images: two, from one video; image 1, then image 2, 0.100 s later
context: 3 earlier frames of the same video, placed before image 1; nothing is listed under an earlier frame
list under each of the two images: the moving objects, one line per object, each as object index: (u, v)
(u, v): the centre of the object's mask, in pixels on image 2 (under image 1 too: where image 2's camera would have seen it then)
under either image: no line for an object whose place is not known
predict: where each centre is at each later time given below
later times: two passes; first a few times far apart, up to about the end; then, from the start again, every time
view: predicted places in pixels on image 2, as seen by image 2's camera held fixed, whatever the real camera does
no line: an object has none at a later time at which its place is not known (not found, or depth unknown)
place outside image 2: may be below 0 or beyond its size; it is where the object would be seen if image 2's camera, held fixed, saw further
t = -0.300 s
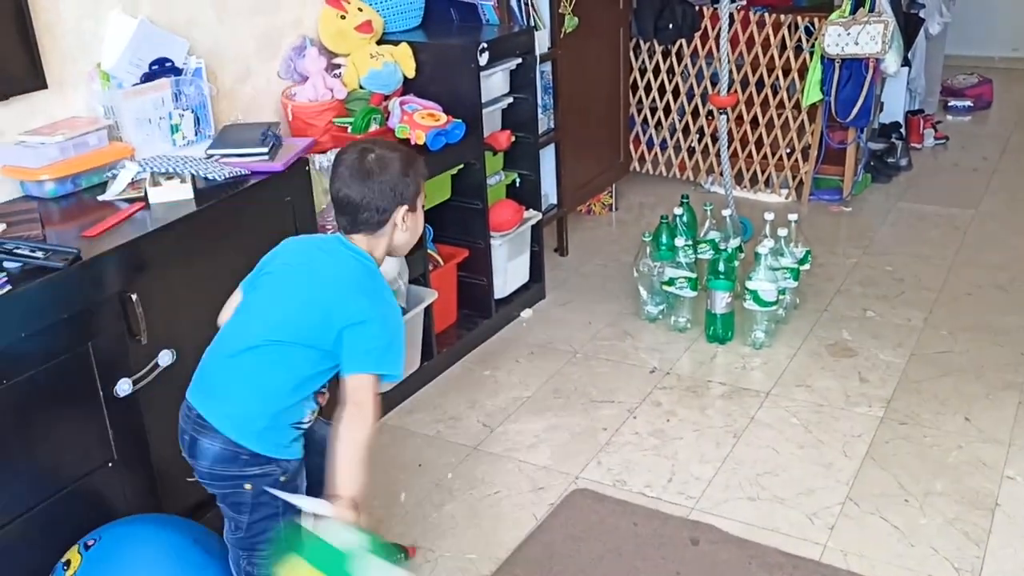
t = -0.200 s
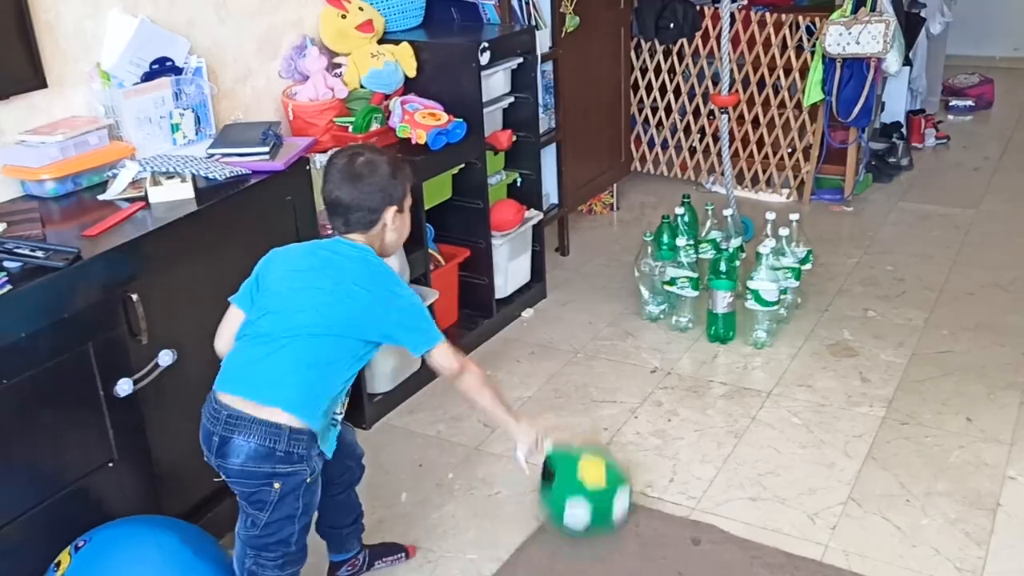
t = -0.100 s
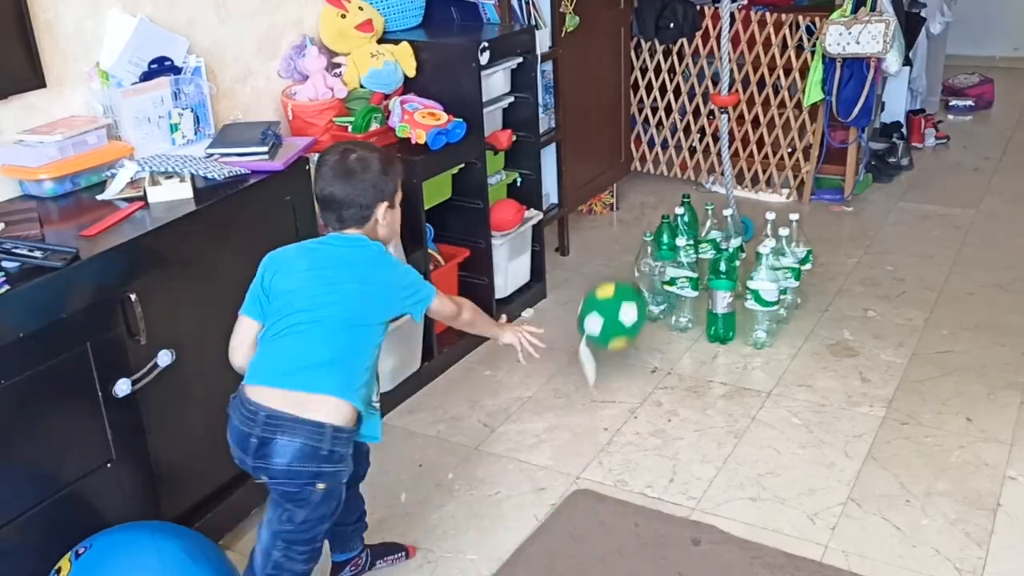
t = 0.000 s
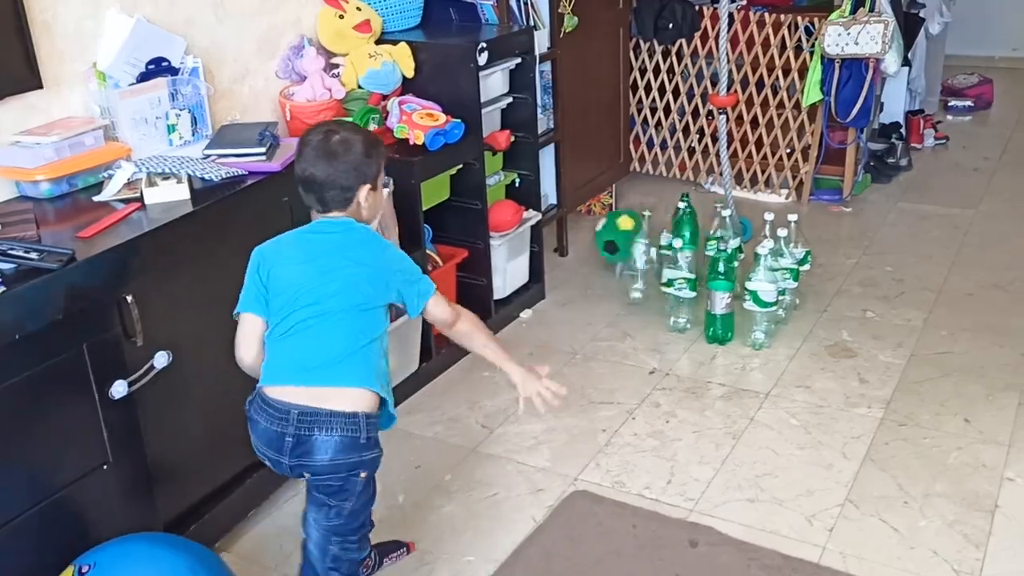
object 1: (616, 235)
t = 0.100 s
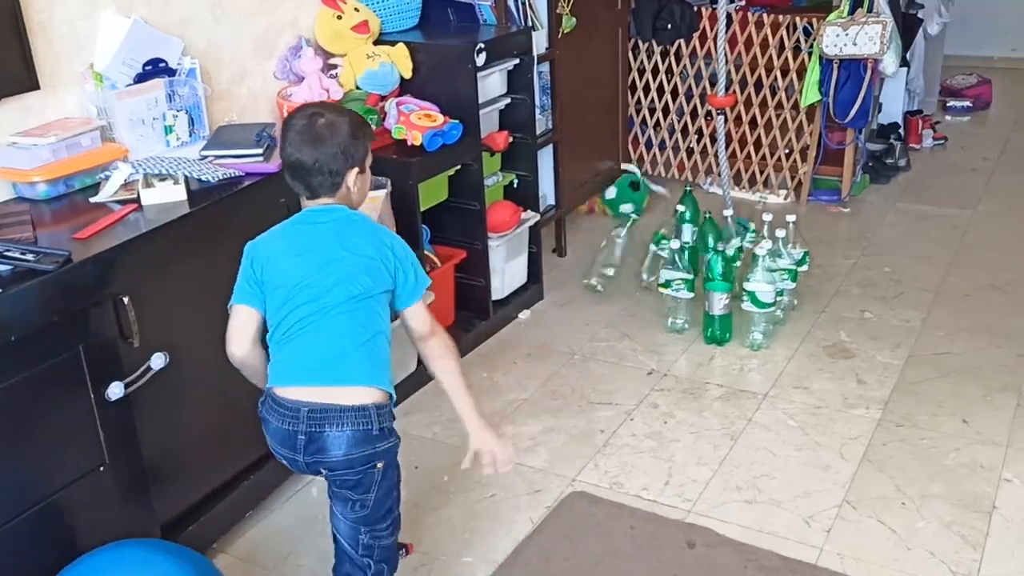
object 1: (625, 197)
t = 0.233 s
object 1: (681, 179)
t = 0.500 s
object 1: (749, 195)
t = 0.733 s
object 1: (785, 207)
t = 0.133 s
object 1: (638, 191)
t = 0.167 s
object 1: (654, 187)
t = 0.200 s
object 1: (667, 183)
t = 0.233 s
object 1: (681, 179)
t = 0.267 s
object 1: (693, 177)
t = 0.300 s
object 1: (701, 177)
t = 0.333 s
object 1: (705, 178)
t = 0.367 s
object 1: (715, 181)
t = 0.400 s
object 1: (721, 187)
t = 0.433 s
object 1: (733, 194)
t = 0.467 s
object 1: (745, 193)
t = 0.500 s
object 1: (749, 195)
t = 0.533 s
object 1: (752, 197)
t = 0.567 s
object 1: (756, 197)
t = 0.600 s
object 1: (762, 198)
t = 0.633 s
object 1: (766, 200)
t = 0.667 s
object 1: (772, 204)
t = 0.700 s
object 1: (777, 207)
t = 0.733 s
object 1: (785, 207)
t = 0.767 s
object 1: (792, 209)
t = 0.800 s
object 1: (796, 216)
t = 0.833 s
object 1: (799, 219)
